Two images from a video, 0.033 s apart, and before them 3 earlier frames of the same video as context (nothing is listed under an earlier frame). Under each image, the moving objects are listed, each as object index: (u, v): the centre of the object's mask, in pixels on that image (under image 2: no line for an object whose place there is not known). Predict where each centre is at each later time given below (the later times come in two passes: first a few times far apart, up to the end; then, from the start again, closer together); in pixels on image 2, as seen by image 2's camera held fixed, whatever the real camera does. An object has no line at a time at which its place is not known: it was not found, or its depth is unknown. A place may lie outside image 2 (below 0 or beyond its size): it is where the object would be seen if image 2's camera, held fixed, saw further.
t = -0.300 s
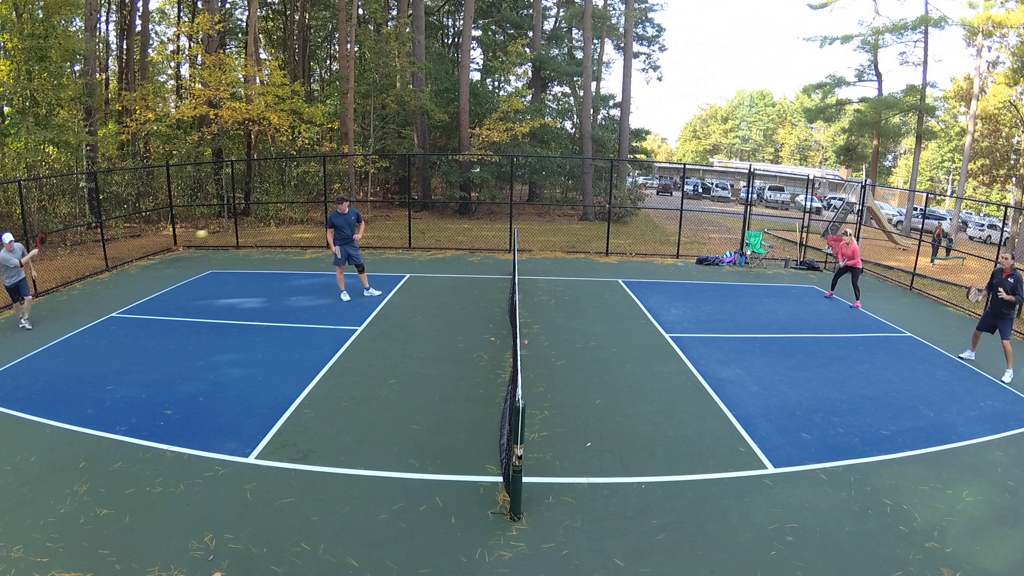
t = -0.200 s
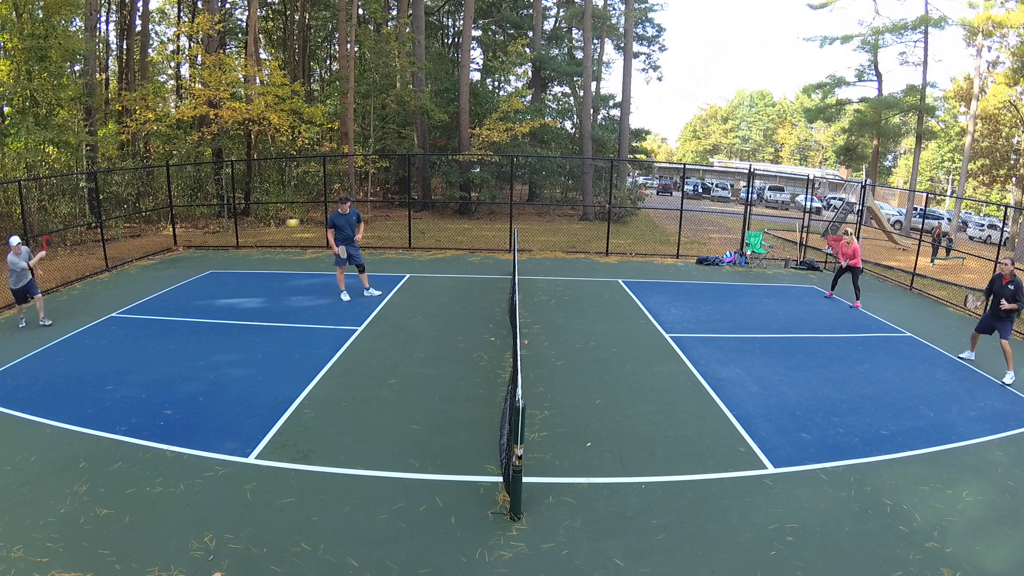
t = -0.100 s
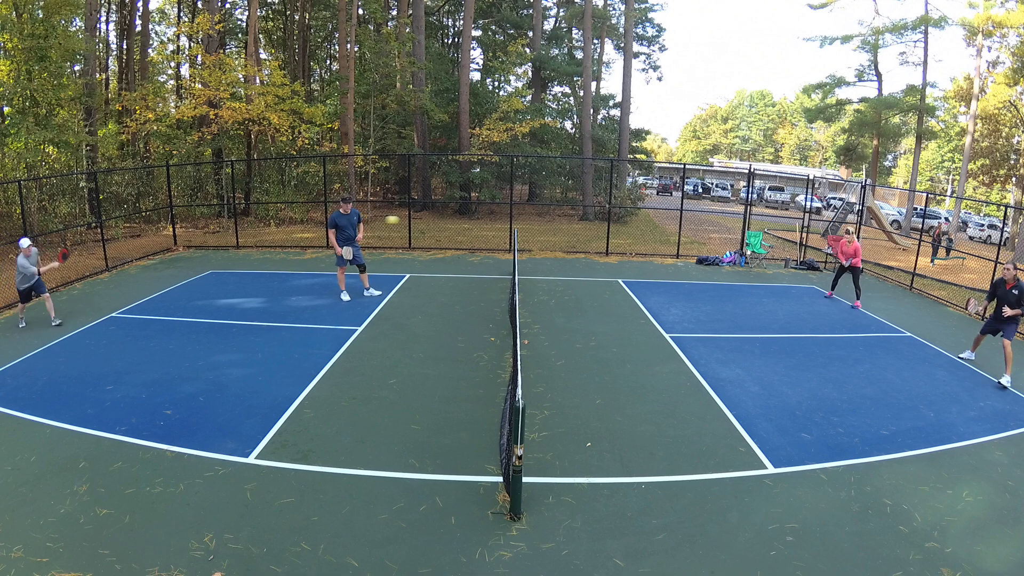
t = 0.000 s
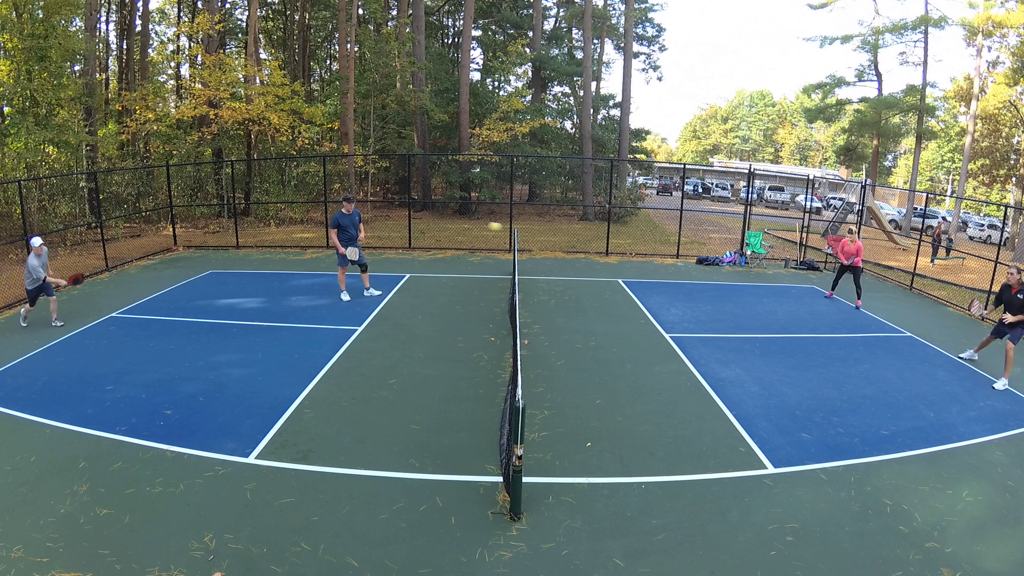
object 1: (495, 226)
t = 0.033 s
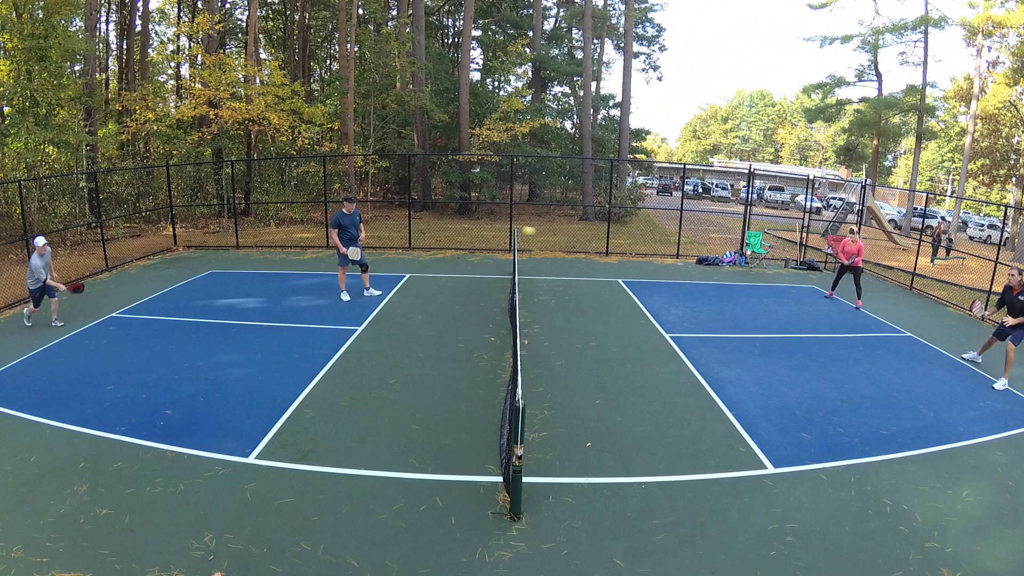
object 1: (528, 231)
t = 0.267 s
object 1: (737, 285)
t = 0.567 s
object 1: (902, 386)
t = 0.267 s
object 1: (737, 285)
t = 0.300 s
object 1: (761, 295)
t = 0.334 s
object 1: (784, 306)
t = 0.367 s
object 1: (805, 317)
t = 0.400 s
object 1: (825, 328)
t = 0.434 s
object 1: (843, 340)
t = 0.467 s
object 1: (860, 351)
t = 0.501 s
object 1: (875, 363)
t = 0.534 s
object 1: (889, 375)
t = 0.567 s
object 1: (902, 386)
